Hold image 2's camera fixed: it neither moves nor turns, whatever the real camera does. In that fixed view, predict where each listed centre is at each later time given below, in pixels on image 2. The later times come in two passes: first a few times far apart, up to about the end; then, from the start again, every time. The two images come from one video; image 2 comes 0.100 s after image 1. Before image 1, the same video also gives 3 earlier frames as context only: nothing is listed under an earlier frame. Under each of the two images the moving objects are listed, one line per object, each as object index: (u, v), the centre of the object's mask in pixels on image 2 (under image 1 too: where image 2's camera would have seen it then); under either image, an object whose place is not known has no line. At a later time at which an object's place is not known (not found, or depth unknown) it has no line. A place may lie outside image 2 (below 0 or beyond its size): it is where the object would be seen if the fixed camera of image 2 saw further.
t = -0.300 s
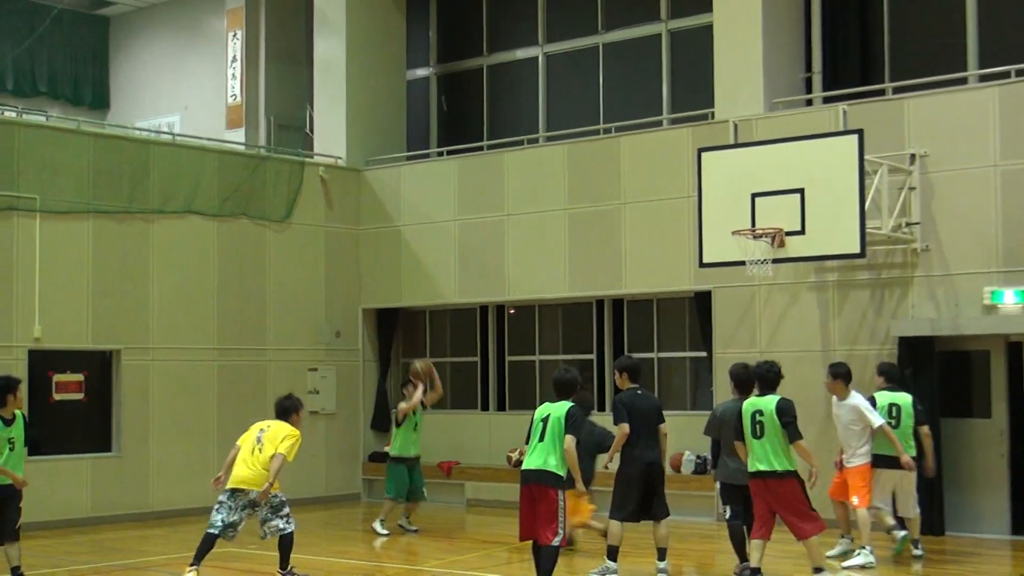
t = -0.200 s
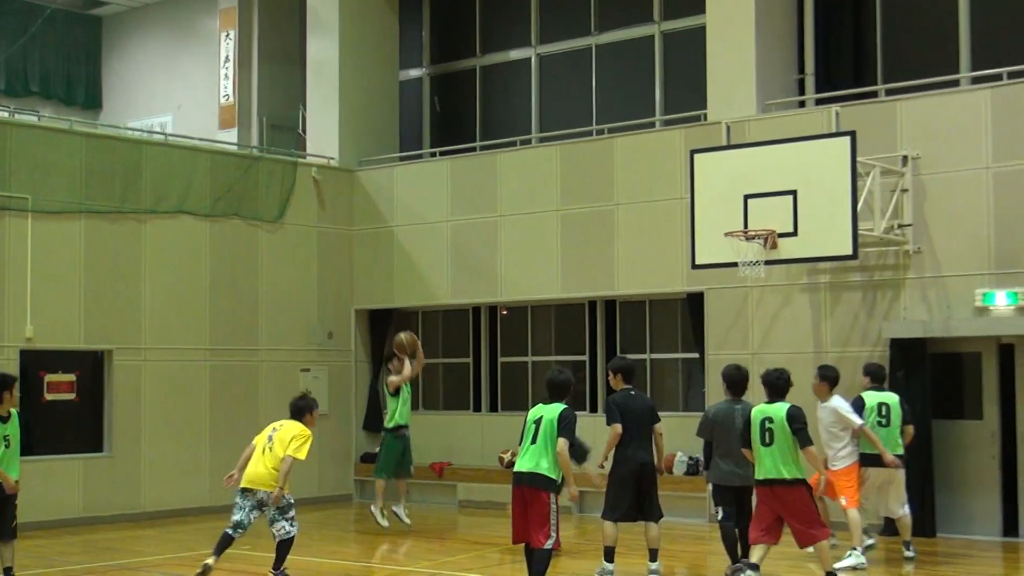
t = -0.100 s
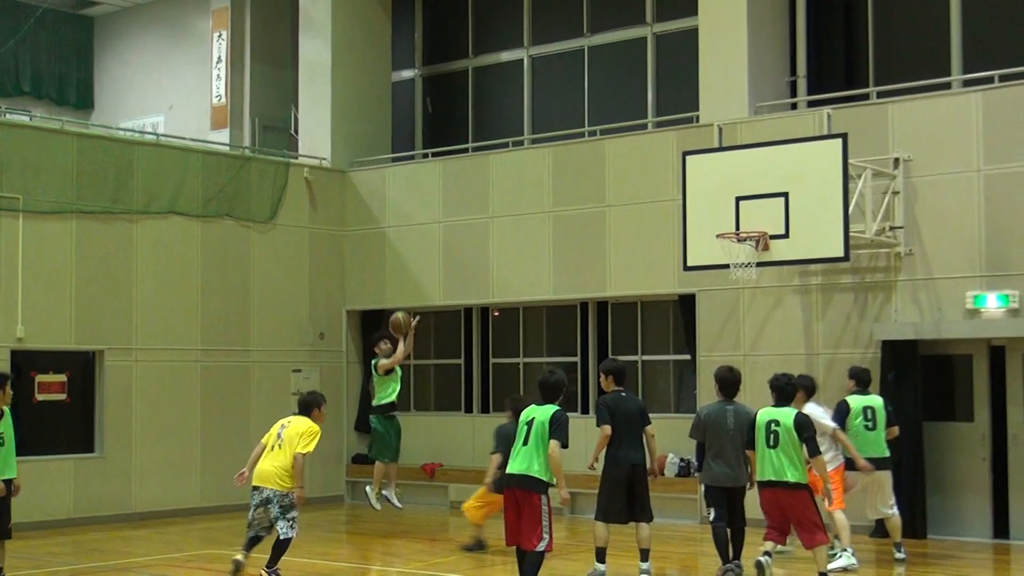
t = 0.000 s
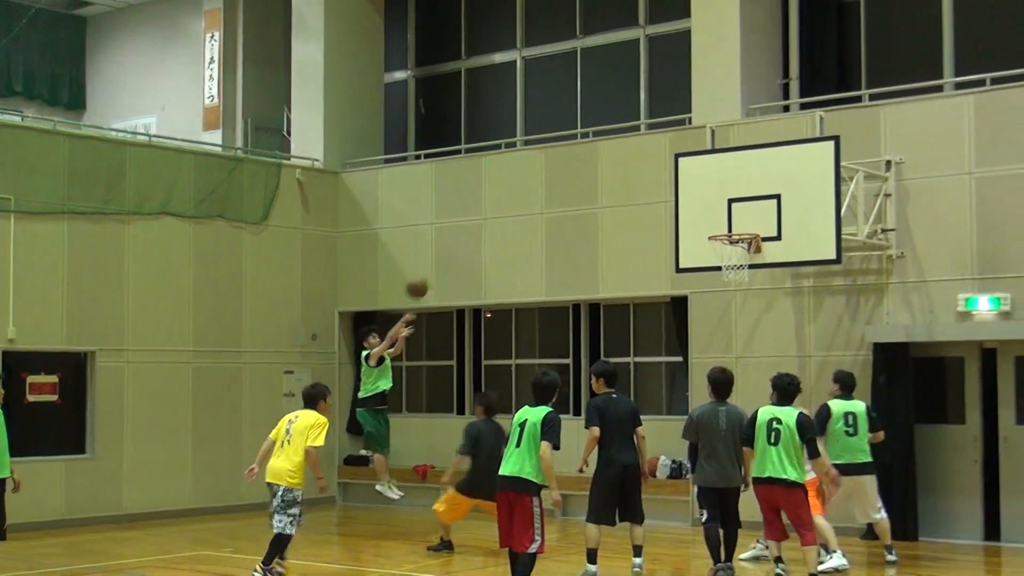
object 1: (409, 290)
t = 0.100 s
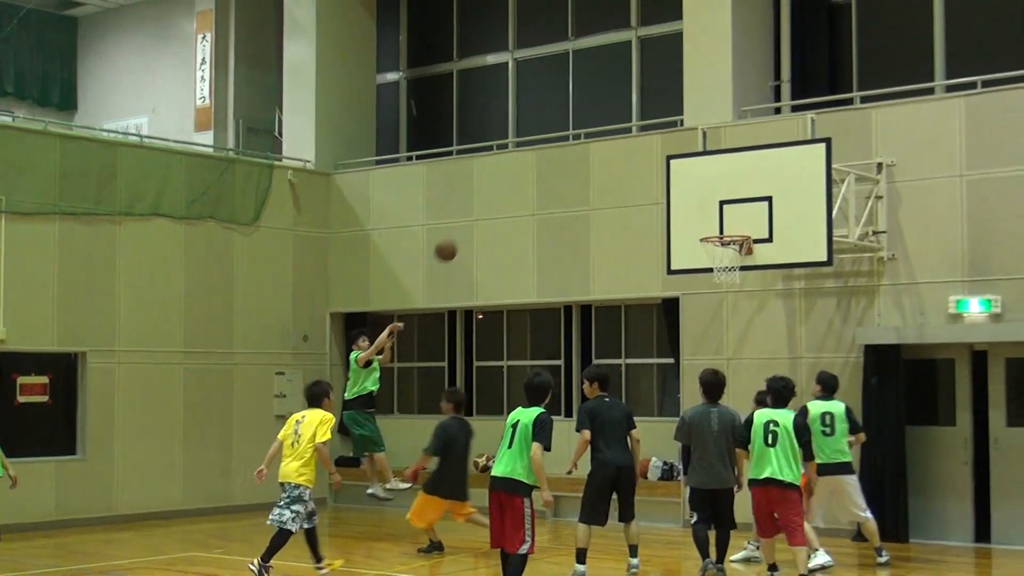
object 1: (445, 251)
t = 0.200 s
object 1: (484, 221)
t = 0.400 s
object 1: (562, 188)
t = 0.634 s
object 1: (657, 197)
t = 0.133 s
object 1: (458, 240)
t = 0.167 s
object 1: (471, 230)
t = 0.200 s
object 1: (484, 221)
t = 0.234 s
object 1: (497, 212)
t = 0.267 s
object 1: (509, 206)
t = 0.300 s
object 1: (522, 200)
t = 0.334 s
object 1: (535, 195)
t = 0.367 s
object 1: (549, 190)
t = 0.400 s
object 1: (562, 188)
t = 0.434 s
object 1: (575, 186)
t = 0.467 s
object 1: (589, 185)
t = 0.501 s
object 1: (603, 185)
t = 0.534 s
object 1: (616, 186)
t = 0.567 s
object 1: (630, 188)
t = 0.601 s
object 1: (644, 192)
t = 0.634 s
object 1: (657, 197)
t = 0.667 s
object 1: (672, 203)
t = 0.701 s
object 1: (687, 210)
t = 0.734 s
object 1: (702, 218)
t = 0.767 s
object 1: (716, 226)
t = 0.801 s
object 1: (731, 239)
